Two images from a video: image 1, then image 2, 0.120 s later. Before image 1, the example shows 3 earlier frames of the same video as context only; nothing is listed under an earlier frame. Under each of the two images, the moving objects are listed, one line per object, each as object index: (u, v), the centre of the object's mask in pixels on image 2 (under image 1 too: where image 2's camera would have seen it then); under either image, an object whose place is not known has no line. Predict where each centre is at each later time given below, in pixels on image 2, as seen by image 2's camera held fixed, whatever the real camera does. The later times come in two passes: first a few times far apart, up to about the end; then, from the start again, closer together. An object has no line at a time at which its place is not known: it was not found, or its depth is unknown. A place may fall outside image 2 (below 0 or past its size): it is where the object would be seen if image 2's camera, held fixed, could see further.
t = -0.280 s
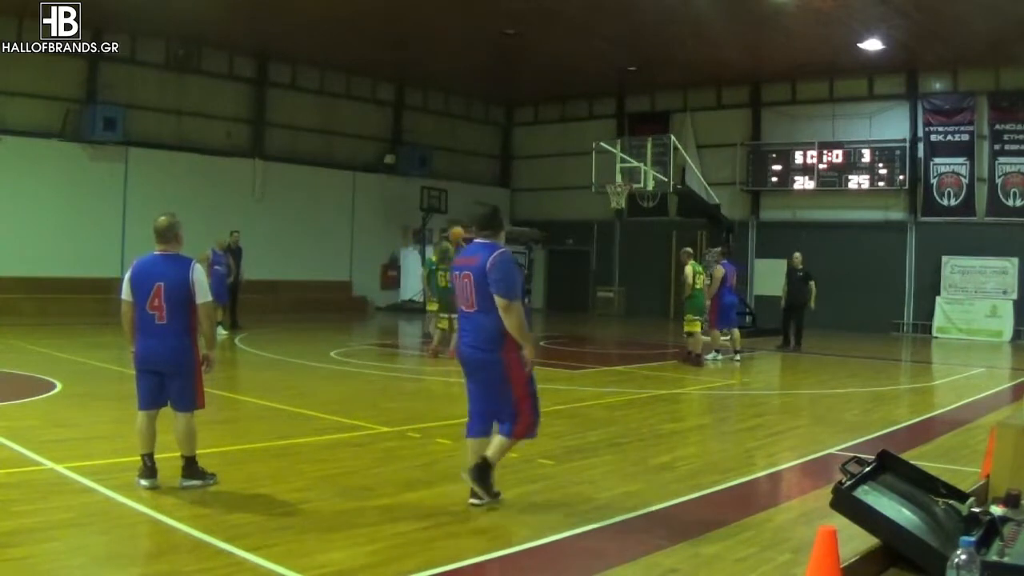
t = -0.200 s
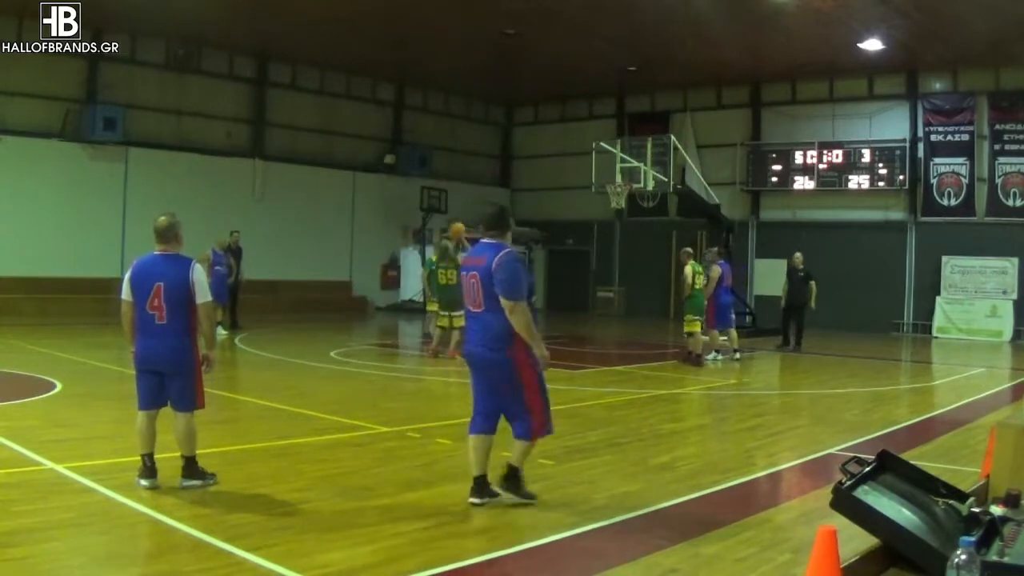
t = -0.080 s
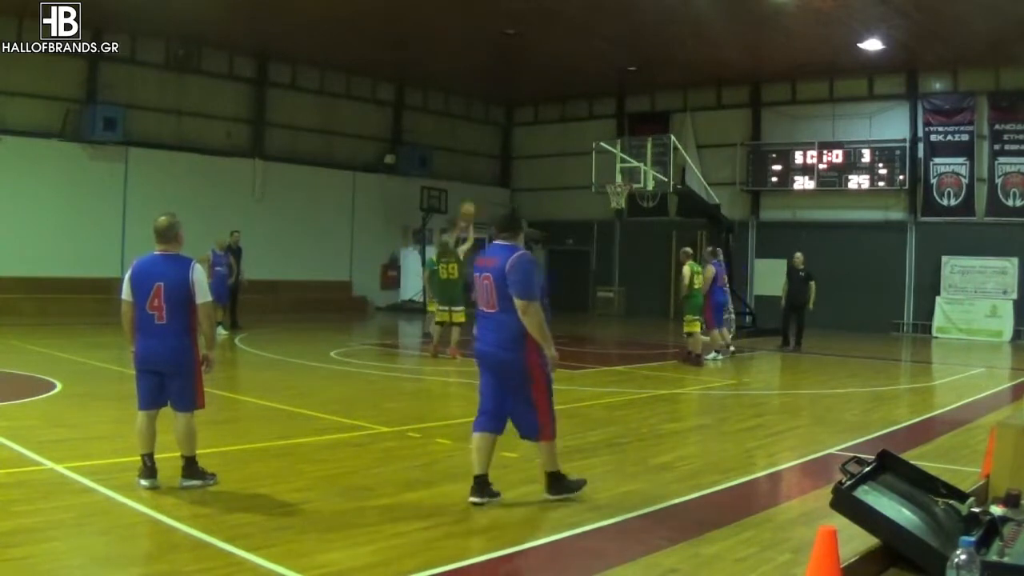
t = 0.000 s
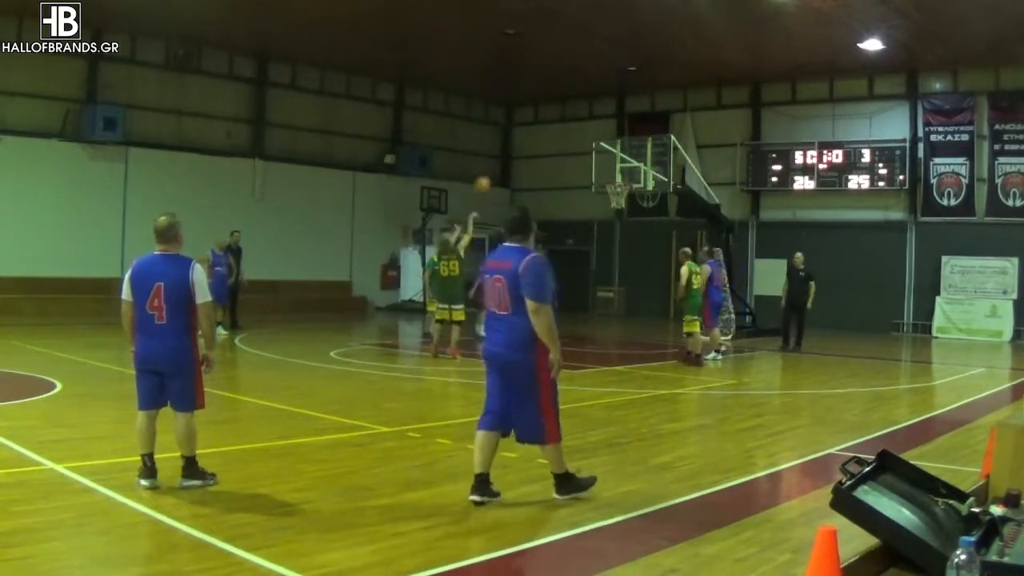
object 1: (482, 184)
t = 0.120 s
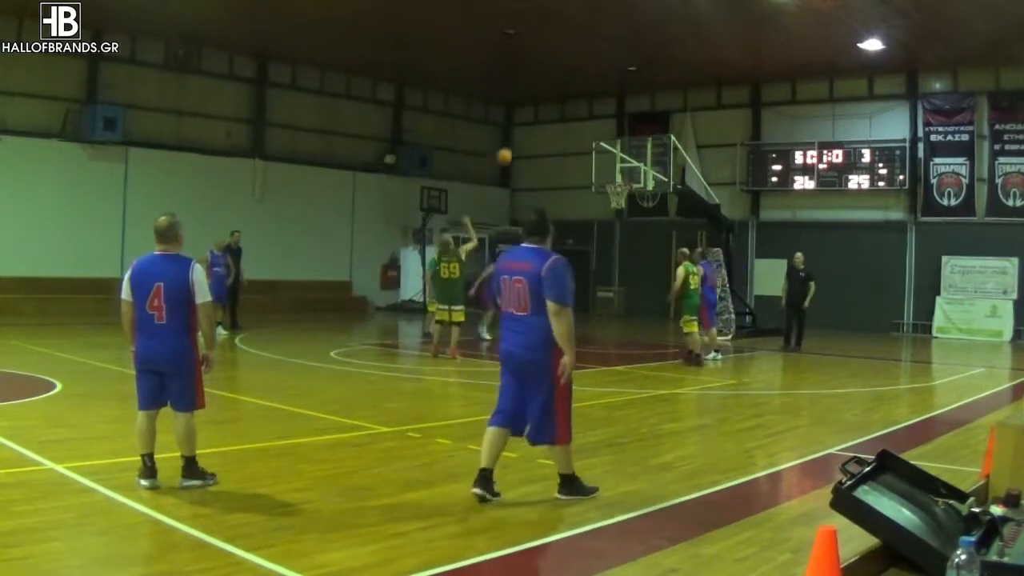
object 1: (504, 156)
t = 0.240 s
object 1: (525, 136)
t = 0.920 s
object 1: (620, 179)
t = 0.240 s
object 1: (525, 136)
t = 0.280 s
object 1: (532, 132)
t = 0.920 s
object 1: (620, 179)
